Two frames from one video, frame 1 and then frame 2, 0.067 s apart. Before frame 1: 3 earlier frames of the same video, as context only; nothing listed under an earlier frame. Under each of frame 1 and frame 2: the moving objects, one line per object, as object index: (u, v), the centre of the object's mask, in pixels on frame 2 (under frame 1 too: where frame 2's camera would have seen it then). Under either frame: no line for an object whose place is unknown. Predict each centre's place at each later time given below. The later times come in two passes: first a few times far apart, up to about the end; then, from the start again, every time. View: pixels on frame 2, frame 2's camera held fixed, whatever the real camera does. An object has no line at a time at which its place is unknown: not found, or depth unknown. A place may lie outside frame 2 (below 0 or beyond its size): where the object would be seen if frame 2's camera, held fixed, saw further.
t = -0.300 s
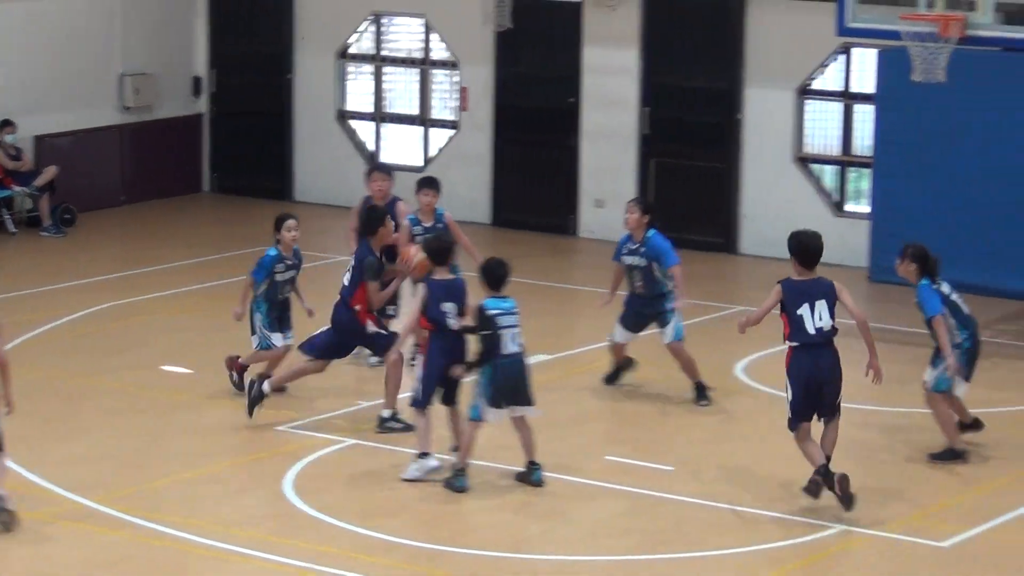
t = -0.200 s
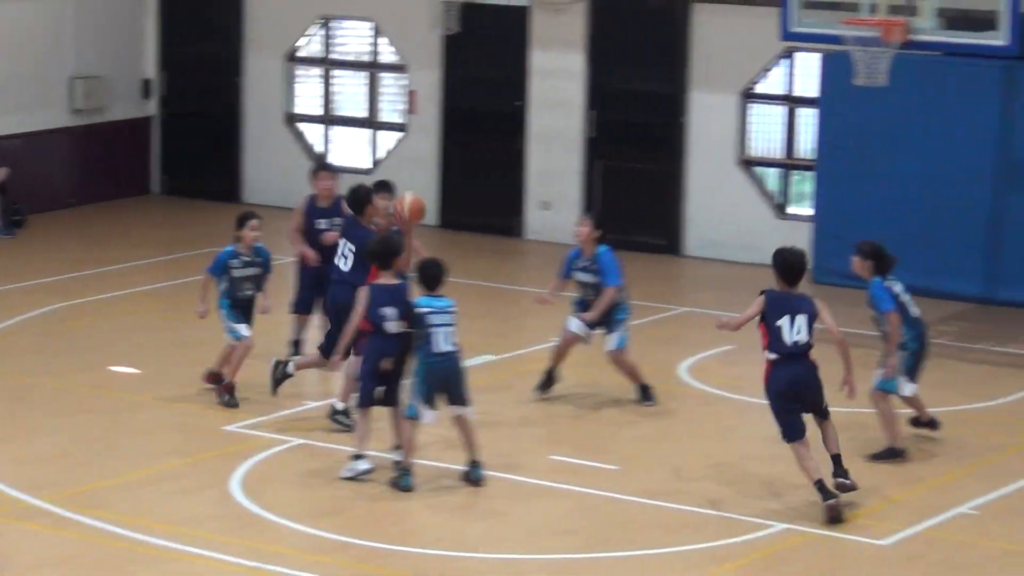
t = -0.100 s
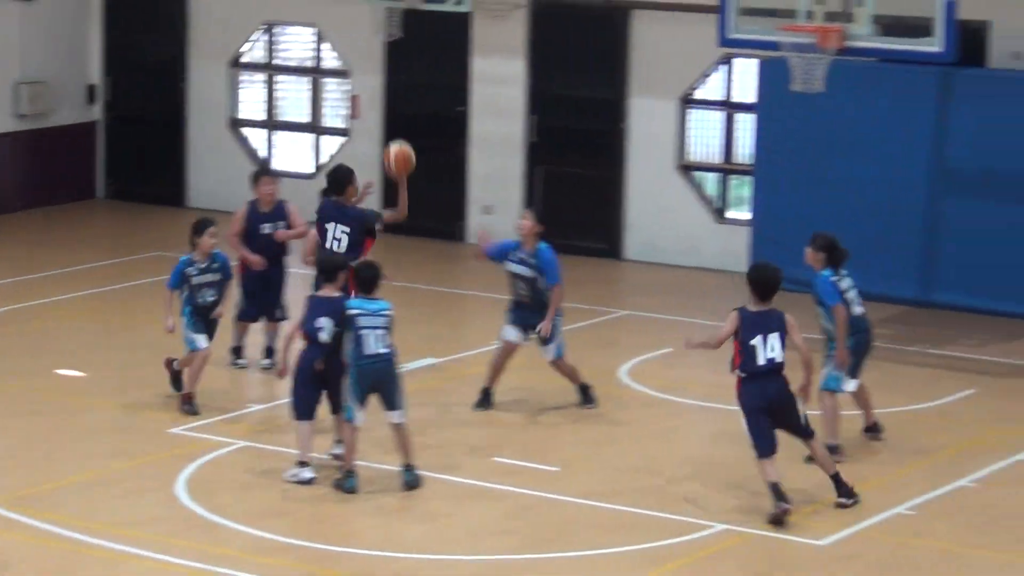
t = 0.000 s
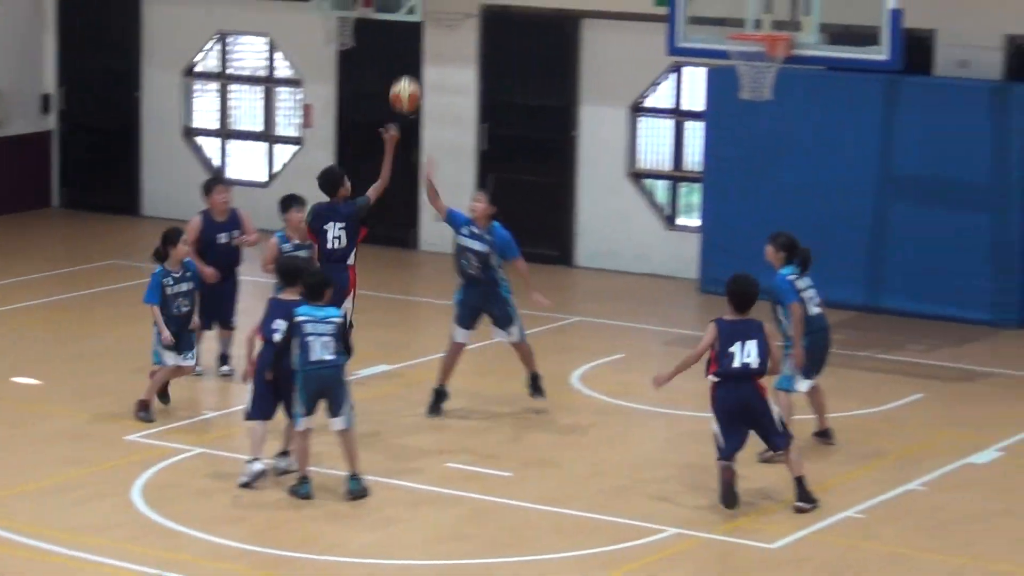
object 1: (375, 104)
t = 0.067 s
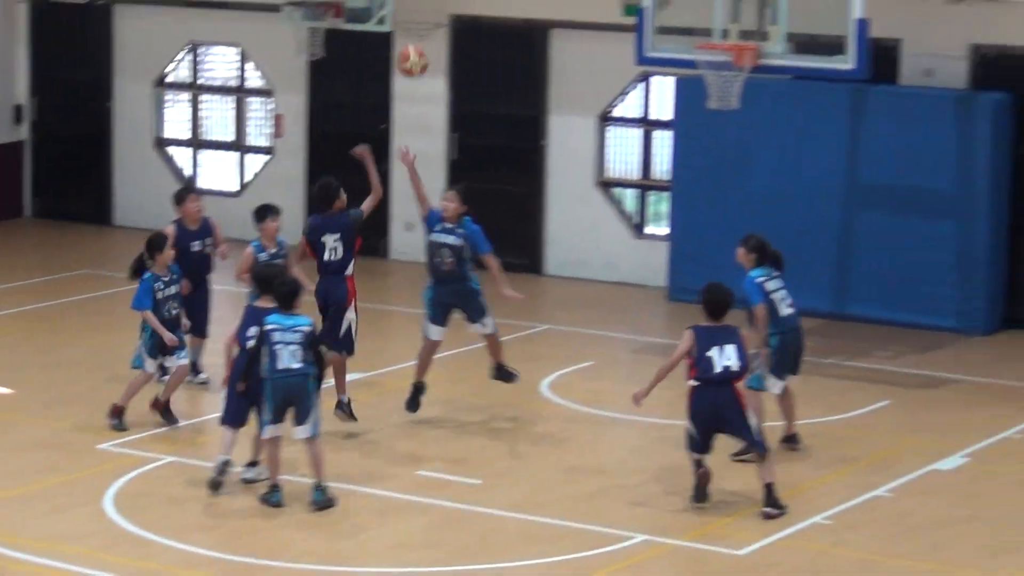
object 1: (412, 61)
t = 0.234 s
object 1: (502, -17)
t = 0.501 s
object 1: (633, -59)
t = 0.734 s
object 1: (738, -14)
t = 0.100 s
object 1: (431, 42)
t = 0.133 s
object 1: (449, 24)
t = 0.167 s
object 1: (466, 10)
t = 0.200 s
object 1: (484, -6)
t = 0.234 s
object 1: (502, -17)
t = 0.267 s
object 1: (520, -27)
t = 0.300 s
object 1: (536, -35)
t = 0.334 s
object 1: (552, -42)
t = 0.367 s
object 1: (569, -48)
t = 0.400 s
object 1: (585, -52)
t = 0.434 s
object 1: (601, -56)
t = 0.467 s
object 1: (617, -58)
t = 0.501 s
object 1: (633, -59)
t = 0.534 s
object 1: (649, -56)
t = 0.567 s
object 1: (664, -54)
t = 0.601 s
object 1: (680, -49)
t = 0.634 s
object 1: (695, -43)
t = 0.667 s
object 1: (710, -35)
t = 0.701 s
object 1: (724, -26)
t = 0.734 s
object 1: (738, -14)
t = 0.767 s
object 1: (754, -1)
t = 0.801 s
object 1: (767, 13)
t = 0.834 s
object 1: (781, 28)
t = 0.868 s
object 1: (785, 41)
